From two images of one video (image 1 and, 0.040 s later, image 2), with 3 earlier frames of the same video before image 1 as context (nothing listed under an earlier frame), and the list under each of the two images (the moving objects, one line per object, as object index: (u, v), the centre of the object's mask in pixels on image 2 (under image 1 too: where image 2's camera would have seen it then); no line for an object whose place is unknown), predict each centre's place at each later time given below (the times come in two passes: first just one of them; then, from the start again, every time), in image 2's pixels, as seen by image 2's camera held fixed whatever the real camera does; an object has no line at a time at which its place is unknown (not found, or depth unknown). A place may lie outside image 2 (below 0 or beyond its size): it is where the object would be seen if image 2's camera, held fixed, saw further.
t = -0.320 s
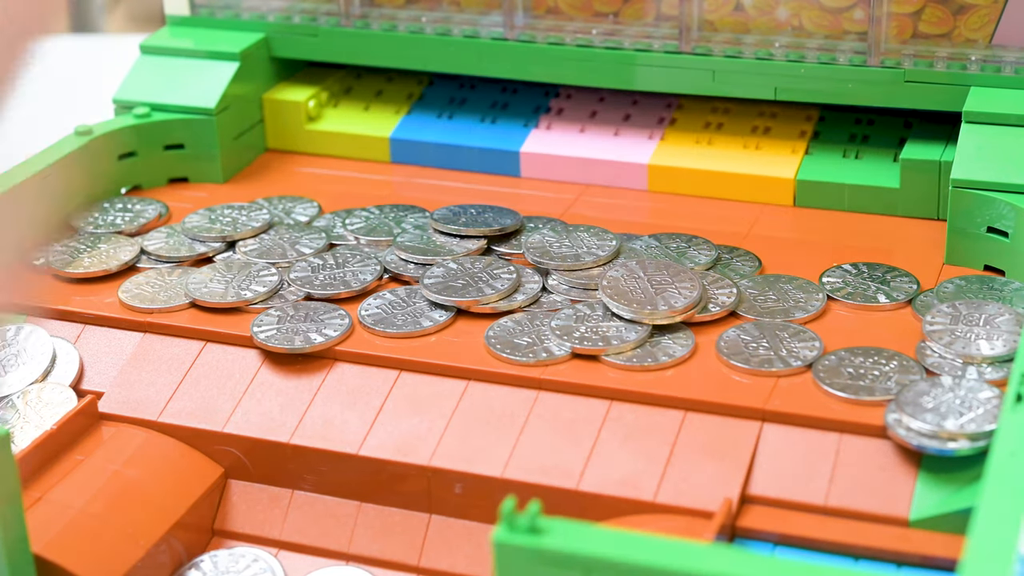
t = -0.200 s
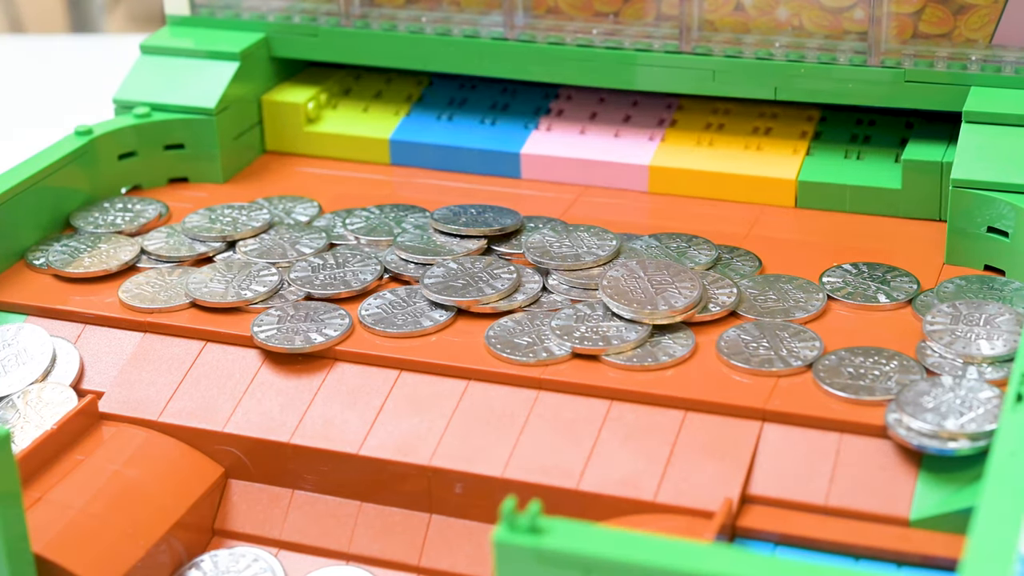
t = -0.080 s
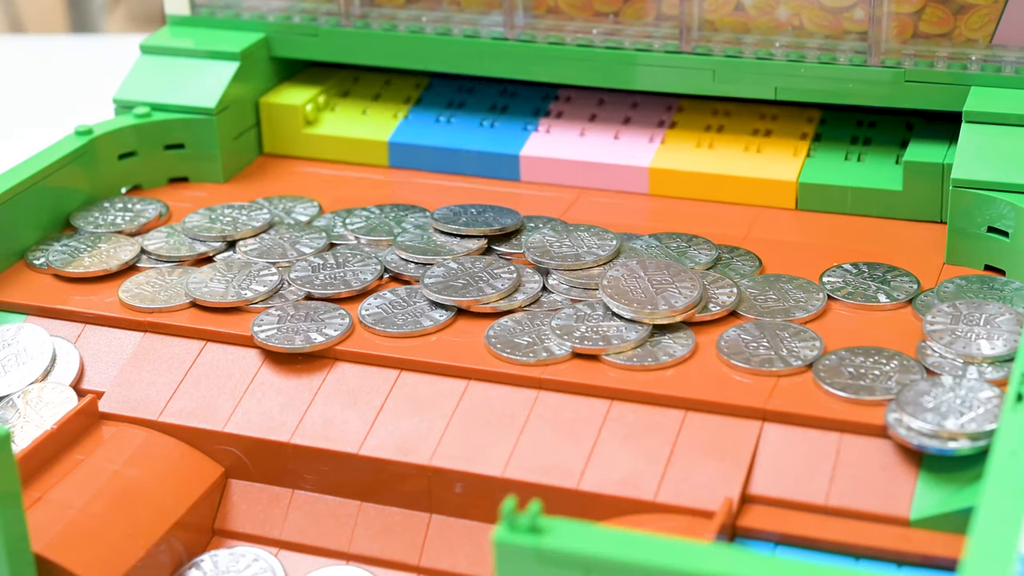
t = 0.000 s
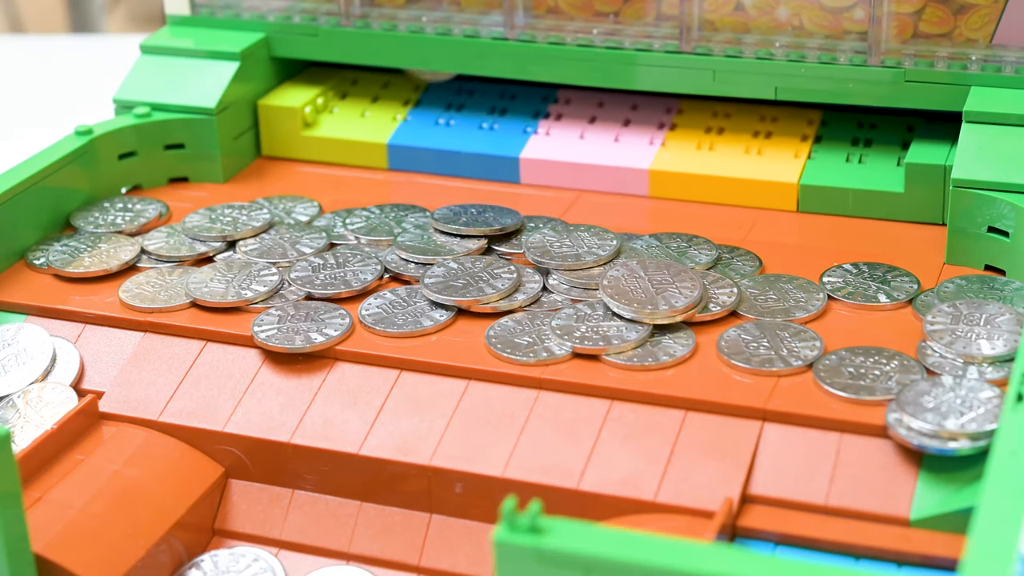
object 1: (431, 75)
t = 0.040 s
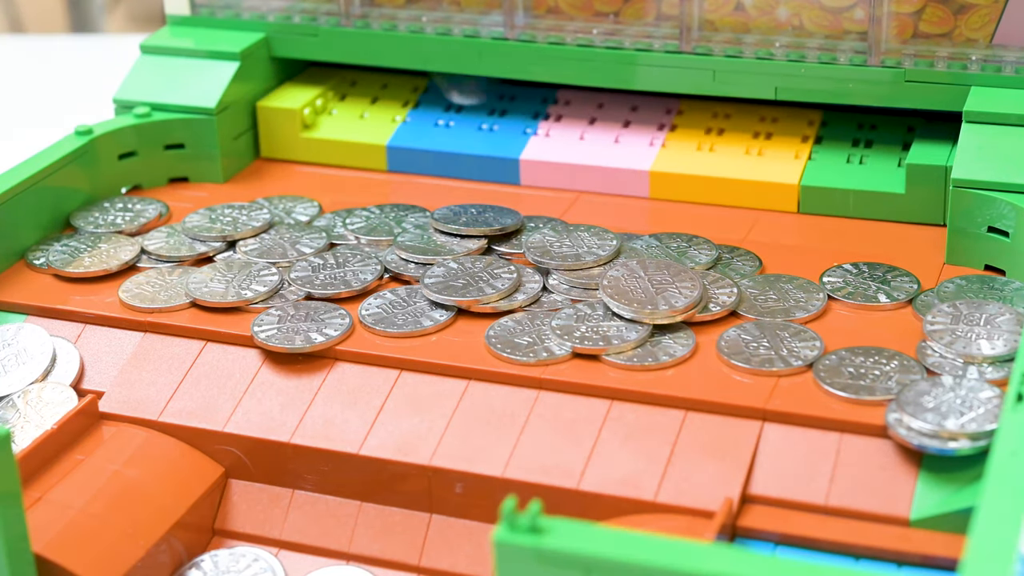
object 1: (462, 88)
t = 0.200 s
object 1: (523, 180)
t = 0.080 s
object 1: (496, 105)
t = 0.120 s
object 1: (508, 125)
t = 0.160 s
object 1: (517, 157)
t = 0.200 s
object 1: (523, 180)
